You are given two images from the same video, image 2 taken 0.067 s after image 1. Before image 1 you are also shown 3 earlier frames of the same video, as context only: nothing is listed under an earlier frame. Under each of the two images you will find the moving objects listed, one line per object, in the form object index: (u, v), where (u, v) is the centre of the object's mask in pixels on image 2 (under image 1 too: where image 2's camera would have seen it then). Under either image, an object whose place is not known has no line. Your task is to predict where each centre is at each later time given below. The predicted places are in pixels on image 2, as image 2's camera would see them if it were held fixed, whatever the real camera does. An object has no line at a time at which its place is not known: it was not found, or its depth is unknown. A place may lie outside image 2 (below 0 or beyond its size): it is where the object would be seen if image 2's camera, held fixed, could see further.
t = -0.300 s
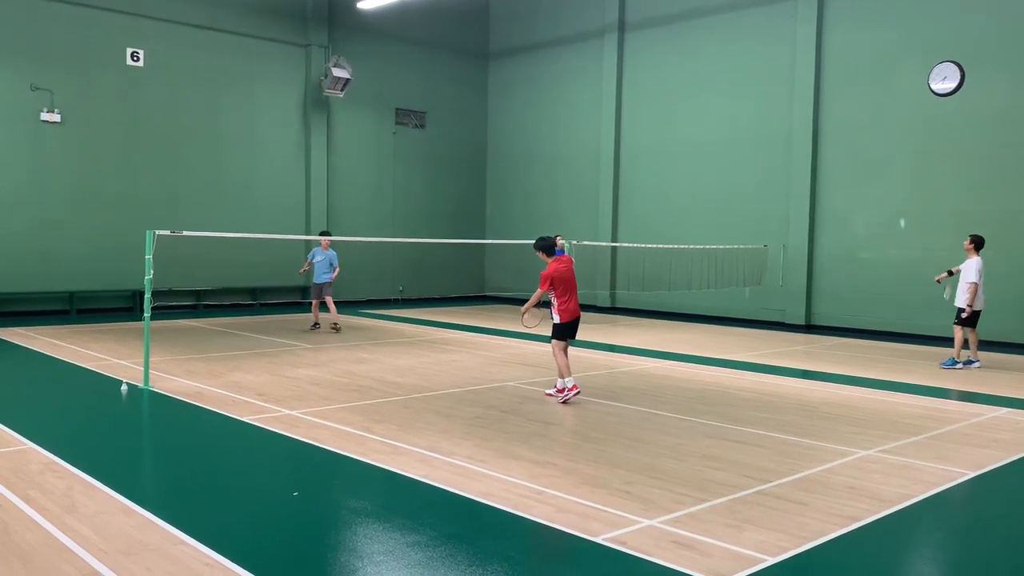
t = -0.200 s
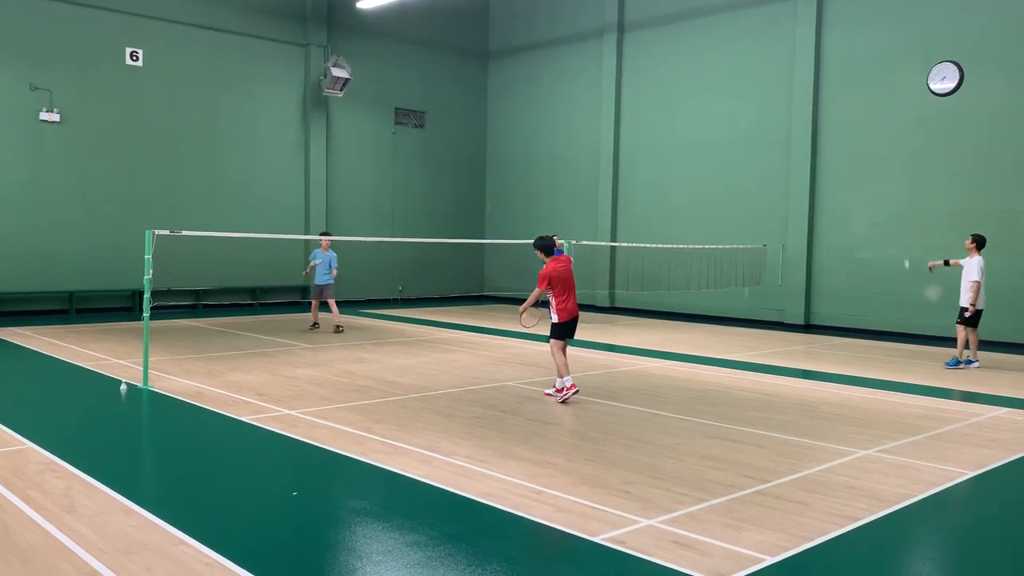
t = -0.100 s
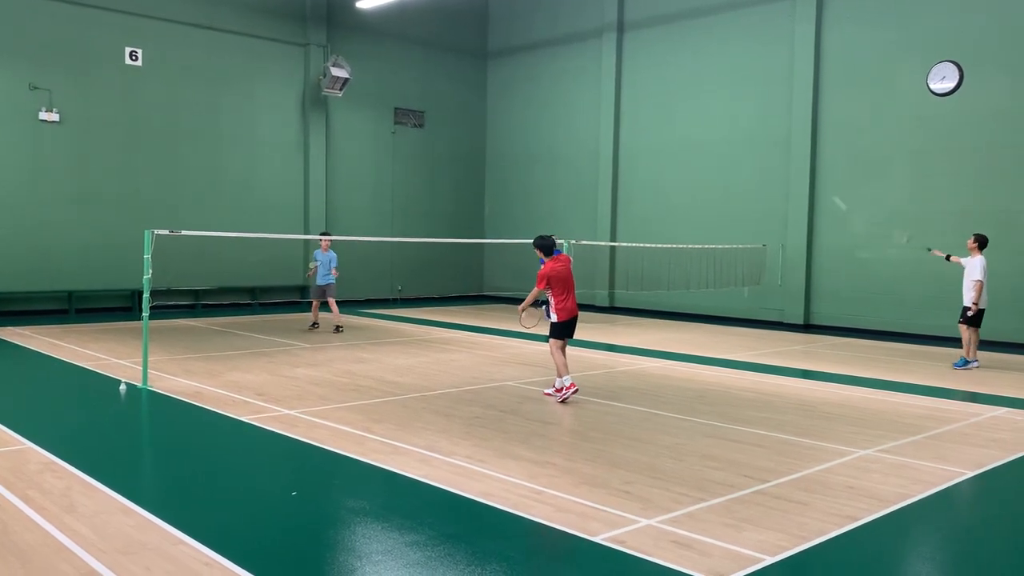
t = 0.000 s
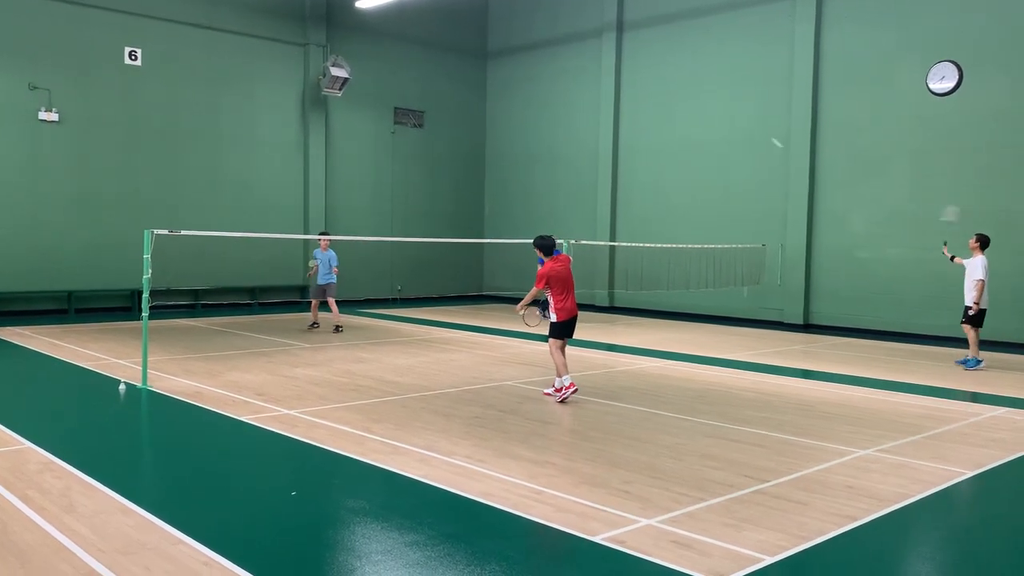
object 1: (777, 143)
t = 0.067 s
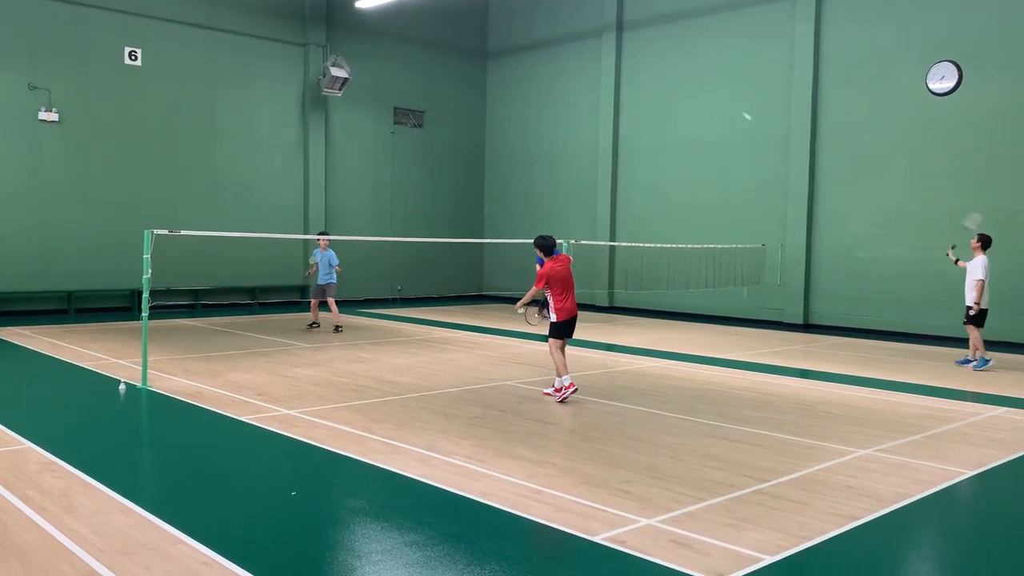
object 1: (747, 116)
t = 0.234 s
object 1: (691, 79)
